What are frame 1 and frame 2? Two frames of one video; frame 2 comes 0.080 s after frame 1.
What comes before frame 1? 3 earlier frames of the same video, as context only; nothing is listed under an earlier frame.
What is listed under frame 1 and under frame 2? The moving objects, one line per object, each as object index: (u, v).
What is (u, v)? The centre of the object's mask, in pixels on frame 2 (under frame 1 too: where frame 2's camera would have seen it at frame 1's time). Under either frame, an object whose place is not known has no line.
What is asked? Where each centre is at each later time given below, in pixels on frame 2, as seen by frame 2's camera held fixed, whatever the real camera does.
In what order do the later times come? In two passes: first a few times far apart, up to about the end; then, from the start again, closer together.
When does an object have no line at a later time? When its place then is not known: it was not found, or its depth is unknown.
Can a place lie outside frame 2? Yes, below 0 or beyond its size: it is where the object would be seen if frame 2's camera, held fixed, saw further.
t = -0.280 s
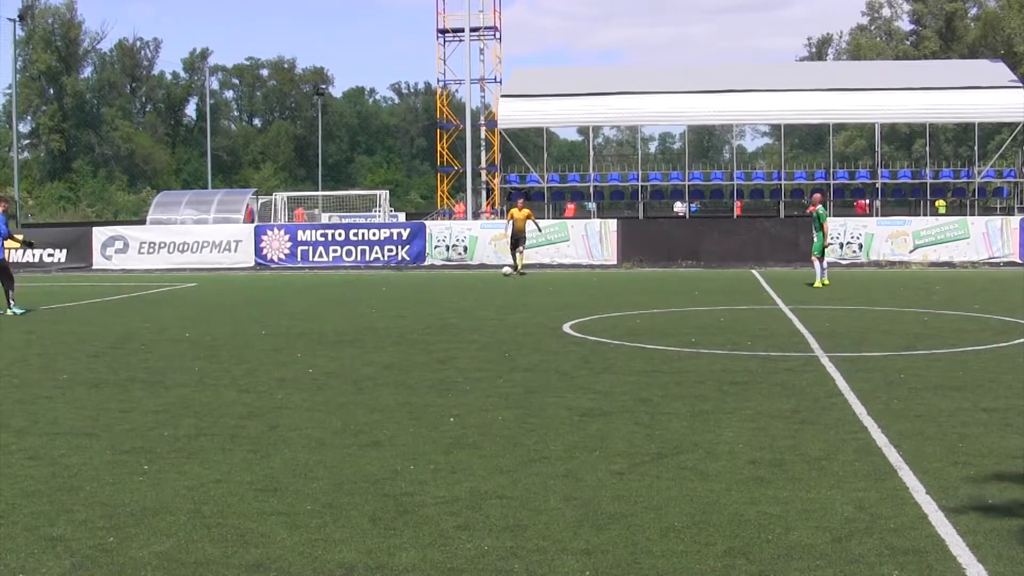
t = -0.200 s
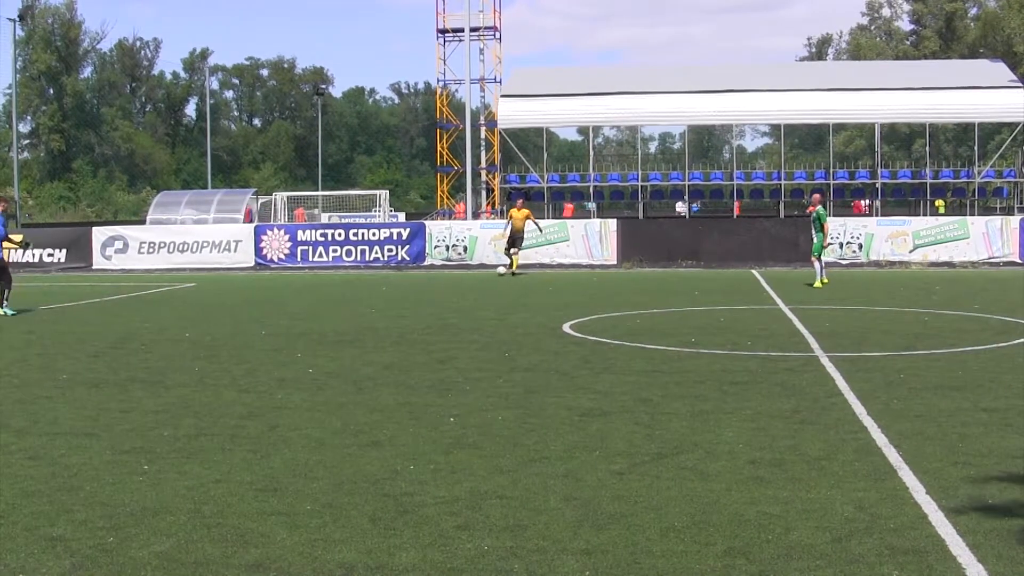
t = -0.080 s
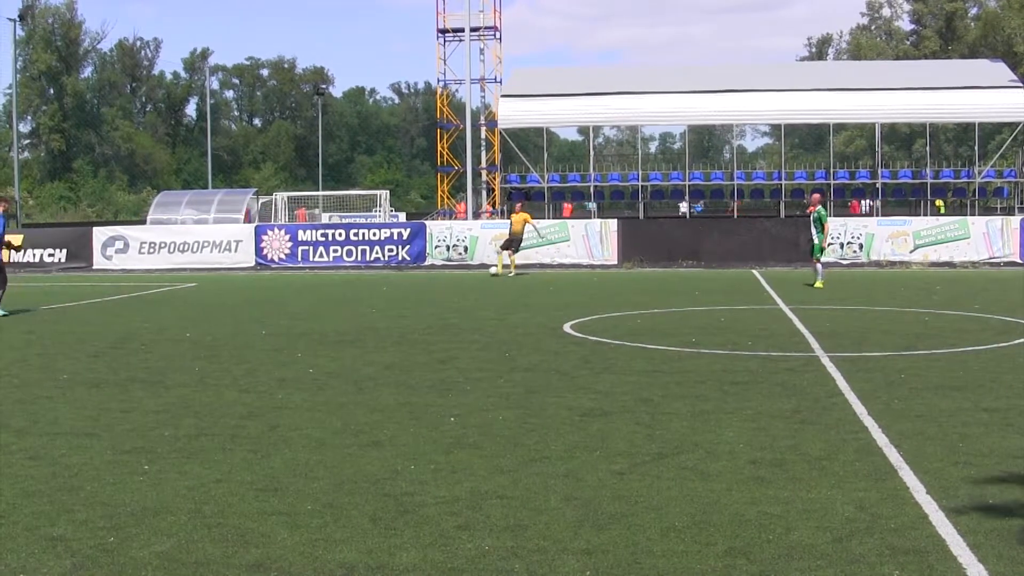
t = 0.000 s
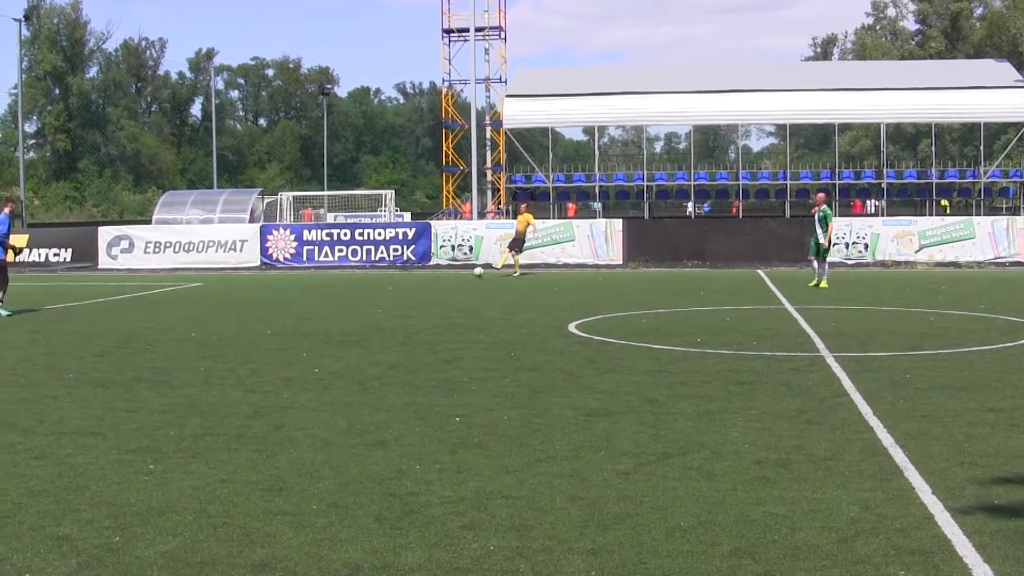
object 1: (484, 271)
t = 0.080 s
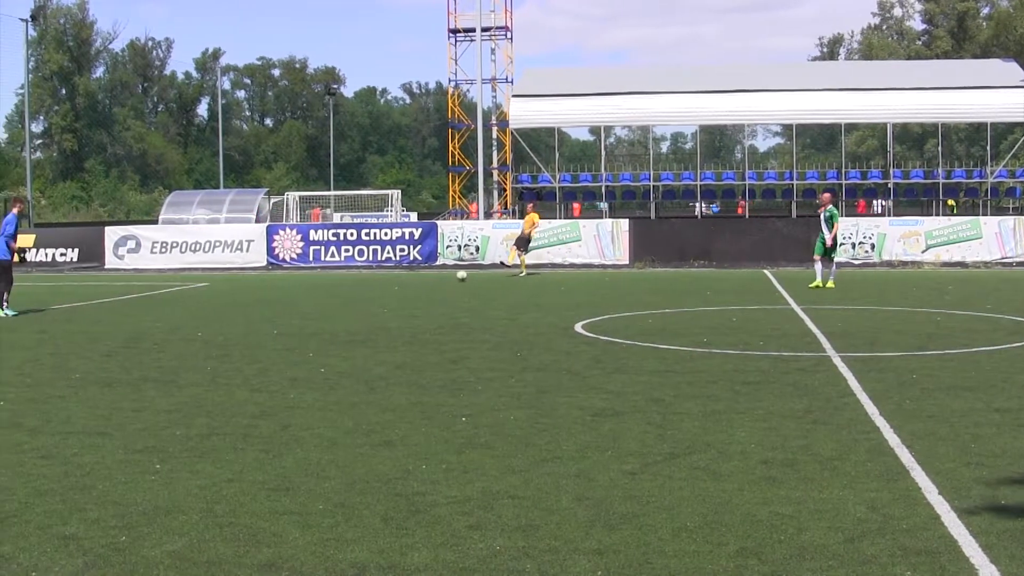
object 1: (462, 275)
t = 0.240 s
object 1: (414, 281)
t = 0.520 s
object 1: (339, 286)
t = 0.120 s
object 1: (450, 278)
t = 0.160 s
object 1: (438, 278)
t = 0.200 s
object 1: (427, 279)
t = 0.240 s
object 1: (414, 281)
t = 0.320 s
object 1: (391, 283)
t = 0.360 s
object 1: (381, 284)
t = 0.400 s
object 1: (370, 287)
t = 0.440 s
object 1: (359, 288)
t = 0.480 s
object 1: (349, 286)
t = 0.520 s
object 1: (339, 286)
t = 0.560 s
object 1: (329, 287)
